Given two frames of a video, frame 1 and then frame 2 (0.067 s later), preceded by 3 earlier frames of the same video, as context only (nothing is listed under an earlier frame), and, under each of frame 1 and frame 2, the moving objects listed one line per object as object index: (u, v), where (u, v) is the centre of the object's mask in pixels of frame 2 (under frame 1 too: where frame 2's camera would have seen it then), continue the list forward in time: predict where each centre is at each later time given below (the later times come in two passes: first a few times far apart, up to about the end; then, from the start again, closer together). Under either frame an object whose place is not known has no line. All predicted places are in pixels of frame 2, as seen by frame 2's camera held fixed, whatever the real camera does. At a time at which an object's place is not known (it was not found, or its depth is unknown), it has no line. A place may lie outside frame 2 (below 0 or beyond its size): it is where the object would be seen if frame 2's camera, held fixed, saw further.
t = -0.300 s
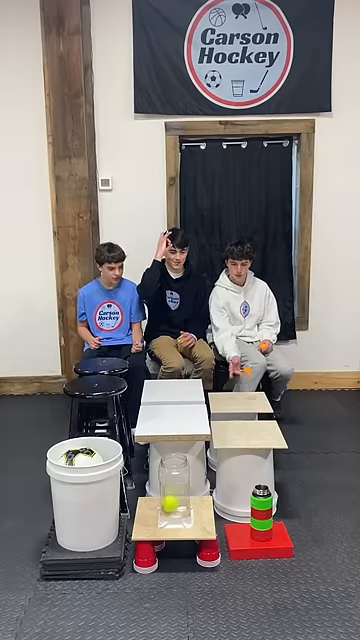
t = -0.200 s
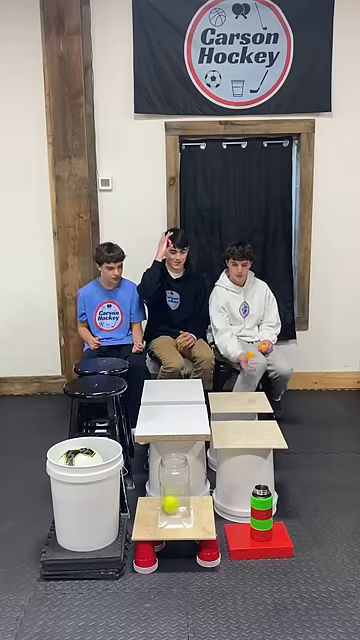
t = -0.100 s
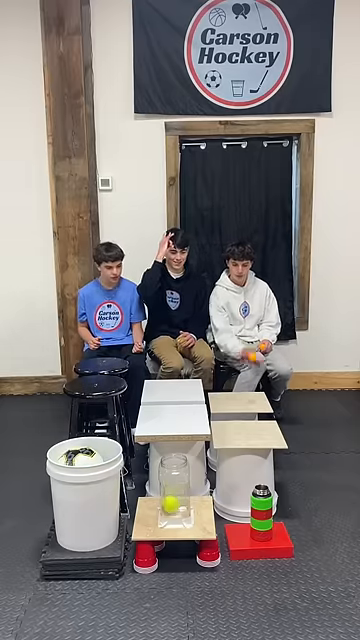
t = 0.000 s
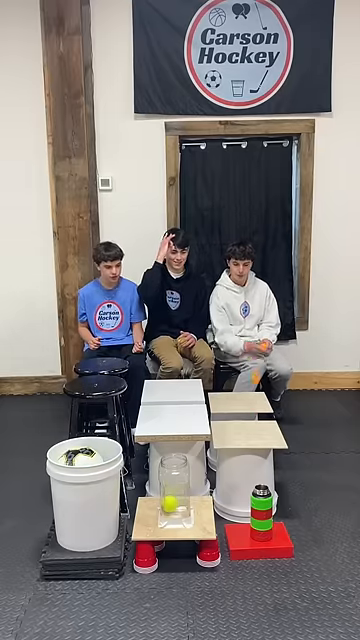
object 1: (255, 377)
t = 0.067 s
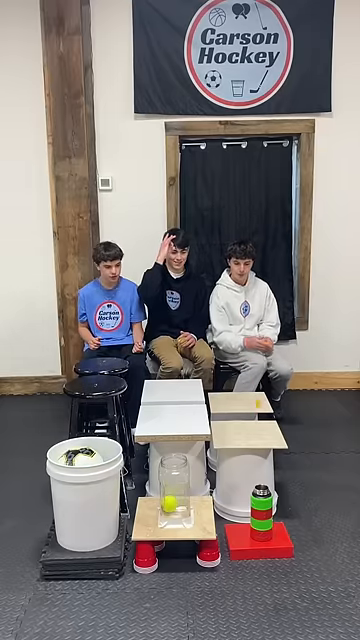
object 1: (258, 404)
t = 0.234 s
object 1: (260, 385)
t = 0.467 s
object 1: (262, 411)
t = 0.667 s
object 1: (263, 407)
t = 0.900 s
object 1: (263, 439)
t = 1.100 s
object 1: (255, 488)
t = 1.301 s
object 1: (239, 565)
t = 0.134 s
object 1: (259, 406)
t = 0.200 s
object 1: (260, 389)
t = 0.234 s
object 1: (260, 385)
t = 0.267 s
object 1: (260, 383)
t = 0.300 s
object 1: (261, 382)
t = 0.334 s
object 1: (261, 383)
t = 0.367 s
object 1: (261, 385)
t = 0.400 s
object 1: (261, 390)
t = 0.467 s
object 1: (262, 411)
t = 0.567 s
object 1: (263, 428)
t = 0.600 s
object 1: (263, 417)
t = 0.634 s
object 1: (262, 412)
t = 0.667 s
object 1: (263, 407)
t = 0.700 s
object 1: (262, 405)
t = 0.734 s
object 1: (262, 405)
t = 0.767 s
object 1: (262, 406)
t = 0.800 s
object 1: (262, 412)
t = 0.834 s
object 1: (261, 417)
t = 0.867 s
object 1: (262, 427)
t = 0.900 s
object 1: (263, 439)
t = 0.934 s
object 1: (262, 454)
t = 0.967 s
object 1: (261, 471)
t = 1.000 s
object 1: (261, 485)
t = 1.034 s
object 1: (260, 485)
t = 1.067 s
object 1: (258, 485)
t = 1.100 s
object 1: (255, 488)
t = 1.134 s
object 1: (252, 494)
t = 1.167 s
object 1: (251, 502)
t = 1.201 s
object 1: (248, 515)
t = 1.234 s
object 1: (245, 529)
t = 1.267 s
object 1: (242, 545)
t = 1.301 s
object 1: (239, 565)
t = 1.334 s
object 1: (235, 587)
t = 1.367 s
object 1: (235, 591)
